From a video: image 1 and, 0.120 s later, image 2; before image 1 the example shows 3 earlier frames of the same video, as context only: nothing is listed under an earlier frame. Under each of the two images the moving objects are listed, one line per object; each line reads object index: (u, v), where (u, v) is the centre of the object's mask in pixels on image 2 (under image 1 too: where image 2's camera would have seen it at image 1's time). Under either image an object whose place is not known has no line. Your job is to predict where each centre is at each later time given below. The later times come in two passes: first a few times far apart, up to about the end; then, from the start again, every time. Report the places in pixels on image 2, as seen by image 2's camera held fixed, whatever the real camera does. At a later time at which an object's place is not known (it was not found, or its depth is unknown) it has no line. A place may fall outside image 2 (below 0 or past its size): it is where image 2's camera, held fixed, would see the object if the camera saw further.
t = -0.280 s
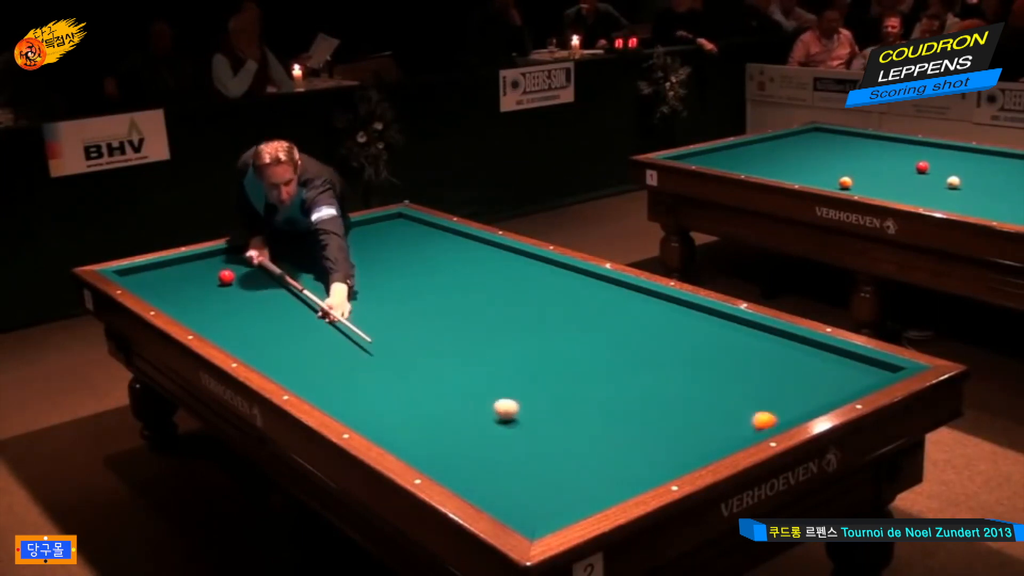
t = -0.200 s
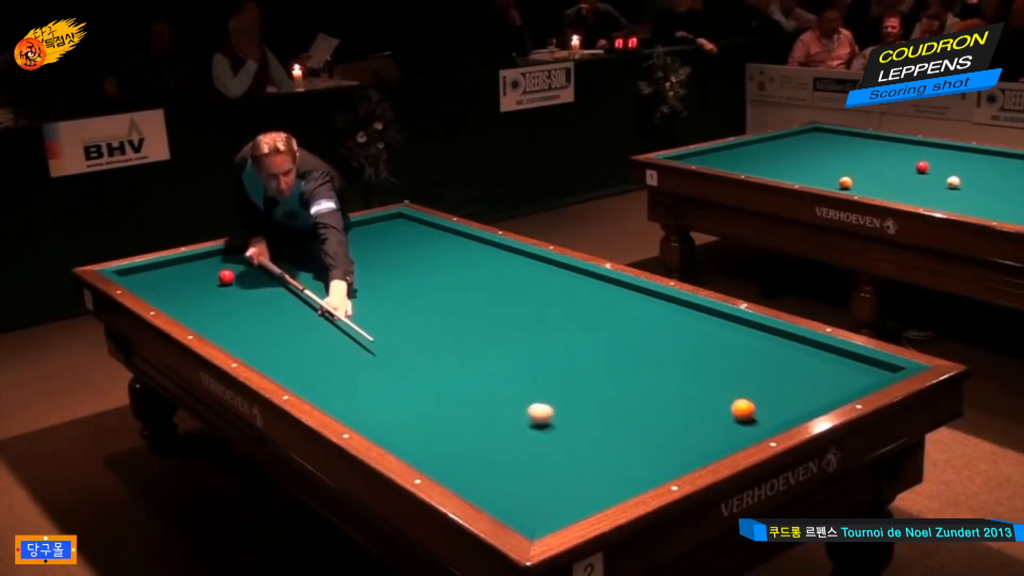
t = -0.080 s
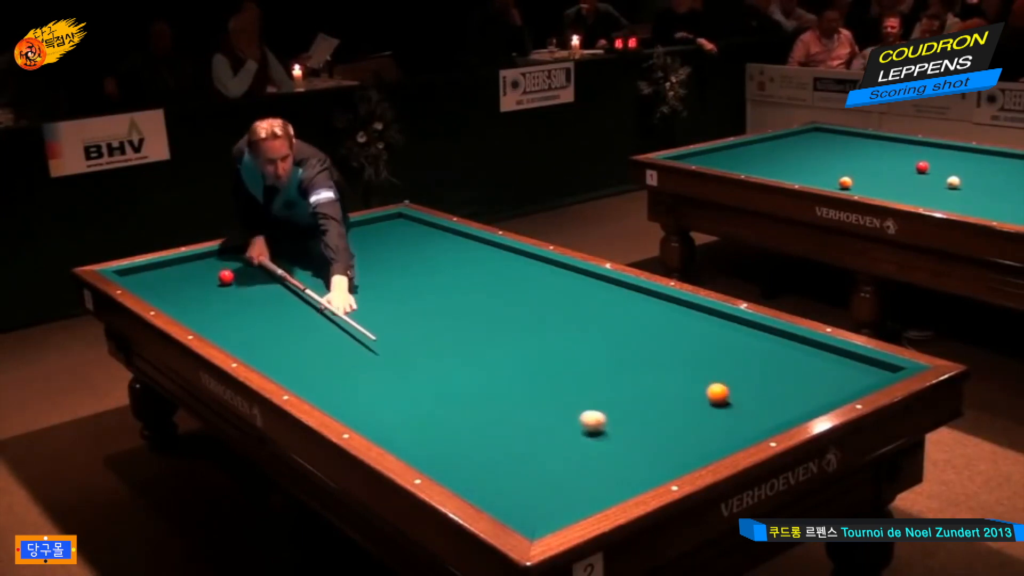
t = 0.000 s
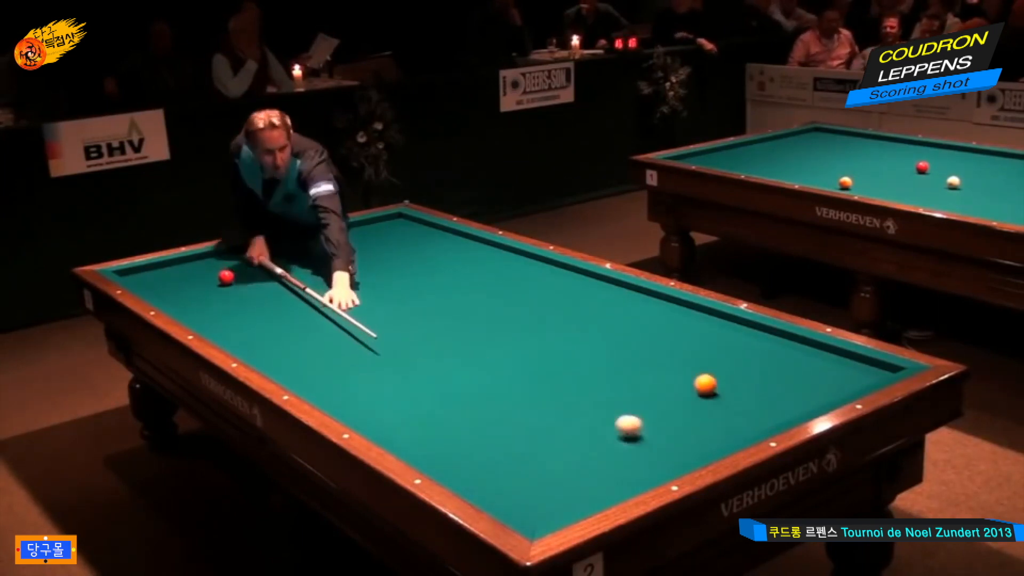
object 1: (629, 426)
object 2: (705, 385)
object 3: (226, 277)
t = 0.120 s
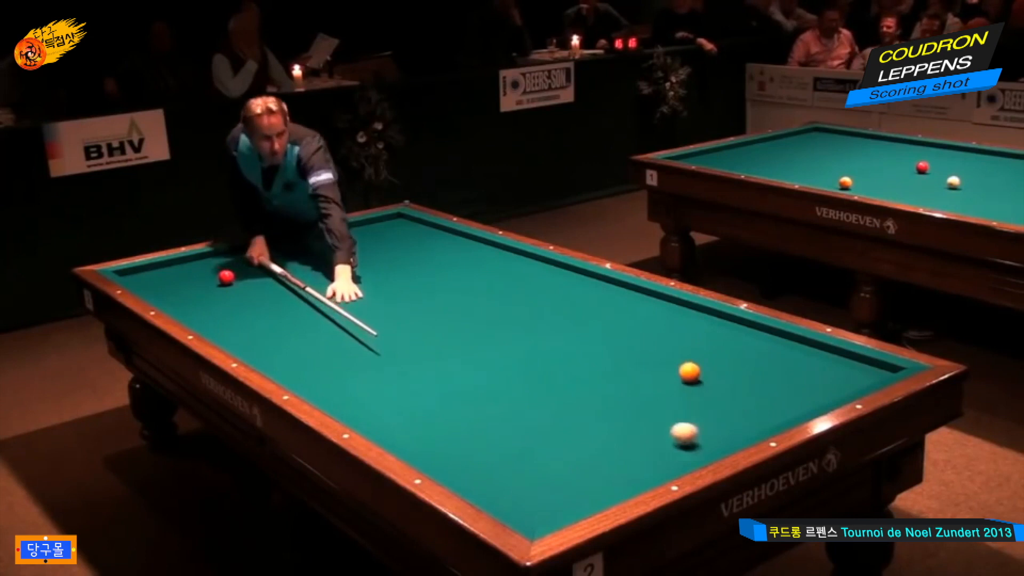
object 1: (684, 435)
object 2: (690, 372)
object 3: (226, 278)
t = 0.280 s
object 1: (726, 428)
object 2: (670, 357)
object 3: (226, 278)
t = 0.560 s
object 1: (724, 388)
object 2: (639, 334)
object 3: (226, 277)
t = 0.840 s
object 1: (726, 356)
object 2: (613, 313)
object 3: (226, 276)
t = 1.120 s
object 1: (728, 329)
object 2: (589, 294)
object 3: (226, 276)
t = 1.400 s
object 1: (693, 316)
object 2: (568, 278)
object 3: (226, 276)
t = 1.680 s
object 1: (637, 312)
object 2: (549, 263)
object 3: (226, 276)
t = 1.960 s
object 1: (584, 309)
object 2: (515, 256)
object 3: (226, 276)
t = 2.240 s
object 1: (534, 305)
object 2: (483, 249)
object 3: (226, 276)
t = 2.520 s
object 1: (486, 302)
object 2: (453, 243)
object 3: (226, 277)
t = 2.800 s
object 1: (441, 298)
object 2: (426, 238)
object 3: (226, 277)
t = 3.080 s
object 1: (398, 295)
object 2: (399, 233)
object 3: (227, 277)
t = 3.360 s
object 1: (357, 292)
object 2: (375, 229)
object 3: (227, 277)
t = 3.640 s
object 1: (318, 289)
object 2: (352, 224)
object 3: (226, 277)
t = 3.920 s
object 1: (281, 287)
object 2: (353, 230)
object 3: (226, 277)
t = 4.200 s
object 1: (246, 283)
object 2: (354, 234)
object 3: (226, 277)
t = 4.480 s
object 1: (213, 283)
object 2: (355, 239)
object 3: (226, 275)
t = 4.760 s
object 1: (183, 286)
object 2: (355, 244)
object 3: (224, 271)
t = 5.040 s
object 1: (154, 288)
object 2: (356, 249)
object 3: (222, 268)
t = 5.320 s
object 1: (155, 286)
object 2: (357, 254)
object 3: (221, 265)
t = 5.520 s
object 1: (161, 283)
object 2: (357, 258)
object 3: (220, 263)
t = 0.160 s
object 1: (703, 437)
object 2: (684, 369)
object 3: (226, 278)
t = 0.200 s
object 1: (722, 437)
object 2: (680, 365)
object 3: (226, 278)
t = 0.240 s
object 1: (728, 434)
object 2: (675, 361)
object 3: (226, 278)
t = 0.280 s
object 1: (726, 428)
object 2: (670, 357)
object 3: (226, 278)
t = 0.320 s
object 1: (724, 422)
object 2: (665, 354)
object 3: (226, 278)
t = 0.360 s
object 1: (723, 415)
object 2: (661, 350)
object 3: (226, 278)
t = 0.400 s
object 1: (723, 409)
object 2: (657, 347)
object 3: (226, 277)
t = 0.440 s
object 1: (723, 403)
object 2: (652, 344)
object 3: (226, 277)
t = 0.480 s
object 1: (724, 399)
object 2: (648, 340)
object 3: (226, 277)
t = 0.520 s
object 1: (724, 393)
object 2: (644, 337)
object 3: (226, 277)
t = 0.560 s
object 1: (724, 388)
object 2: (639, 334)
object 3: (226, 277)
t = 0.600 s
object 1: (725, 383)
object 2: (636, 331)
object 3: (226, 276)
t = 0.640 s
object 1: (725, 379)
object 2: (631, 327)
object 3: (226, 277)
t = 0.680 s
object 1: (725, 374)
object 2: (628, 324)
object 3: (226, 277)
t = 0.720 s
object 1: (725, 369)
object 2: (624, 321)
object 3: (226, 276)
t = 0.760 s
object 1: (726, 365)
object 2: (620, 318)
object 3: (226, 277)
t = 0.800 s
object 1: (726, 361)
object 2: (616, 316)
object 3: (227, 276)
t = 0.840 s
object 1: (726, 356)
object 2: (613, 313)
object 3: (226, 276)
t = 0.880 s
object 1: (727, 352)
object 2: (609, 310)
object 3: (226, 276)
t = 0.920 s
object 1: (727, 348)
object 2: (605, 307)
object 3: (226, 276)
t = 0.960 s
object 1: (727, 344)
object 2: (602, 305)
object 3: (226, 276)
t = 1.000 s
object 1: (727, 340)
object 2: (599, 302)
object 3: (226, 276)
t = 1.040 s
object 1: (727, 336)
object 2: (595, 299)
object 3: (226, 276)
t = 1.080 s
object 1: (728, 333)
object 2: (592, 297)
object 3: (226, 276)
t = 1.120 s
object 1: (728, 329)
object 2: (589, 294)
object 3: (226, 276)
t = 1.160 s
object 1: (728, 325)
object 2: (586, 292)
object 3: (226, 276)
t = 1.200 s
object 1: (728, 322)
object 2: (583, 289)
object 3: (226, 276)
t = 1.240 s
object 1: (728, 319)
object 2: (579, 287)
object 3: (226, 276)
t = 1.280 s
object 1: (719, 318)
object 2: (576, 285)
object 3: (226, 276)
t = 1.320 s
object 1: (710, 317)
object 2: (573, 282)
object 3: (226, 276)
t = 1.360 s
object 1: (701, 317)
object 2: (571, 280)
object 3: (226, 276)
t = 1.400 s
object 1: (693, 316)
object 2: (568, 278)
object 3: (226, 276)
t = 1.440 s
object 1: (685, 316)
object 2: (565, 275)
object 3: (226, 276)
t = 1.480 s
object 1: (677, 315)
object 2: (562, 273)
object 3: (226, 276)
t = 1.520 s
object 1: (669, 315)
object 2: (559, 271)
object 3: (226, 276)
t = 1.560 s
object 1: (661, 314)
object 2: (557, 269)
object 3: (226, 276)
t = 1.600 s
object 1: (653, 314)
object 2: (554, 267)
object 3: (226, 276)
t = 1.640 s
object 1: (645, 313)
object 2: (551, 265)
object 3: (226, 276)
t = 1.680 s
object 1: (637, 312)
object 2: (549, 263)
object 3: (226, 276)
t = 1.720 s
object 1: (629, 312)
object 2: (545, 261)
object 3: (226, 276)
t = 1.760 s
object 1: (622, 311)
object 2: (540, 261)
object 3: (226, 276)
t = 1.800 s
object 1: (614, 311)
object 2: (535, 259)
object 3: (226, 276)
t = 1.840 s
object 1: (607, 310)
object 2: (530, 258)
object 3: (226, 276)
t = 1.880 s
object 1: (599, 310)
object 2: (525, 258)
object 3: (226, 276)
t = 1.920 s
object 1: (592, 309)
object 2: (520, 257)
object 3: (226, 276)
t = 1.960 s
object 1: (584, 309)
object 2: (515, 256)
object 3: (226, 276)
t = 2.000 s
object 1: (577, 308)
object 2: (511, 255)
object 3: (226, 276)
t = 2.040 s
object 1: (570, 308)
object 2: (506, 254)
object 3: (226, 276)
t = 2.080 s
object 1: (563, 307)
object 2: (501, 253)
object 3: (226, 276)
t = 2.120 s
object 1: (556, 306)
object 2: (497, 252)
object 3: (226, 276)
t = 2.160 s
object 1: (548, 306)
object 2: (492, 251)
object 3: (226, 276)
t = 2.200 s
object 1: (541, 305)
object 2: (487, 250)
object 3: (226, 276)
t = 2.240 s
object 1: (534, 305)
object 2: (483, 249)
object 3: (226, 276)
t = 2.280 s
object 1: (527, 304)
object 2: (479, 249)
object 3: (226, 276)
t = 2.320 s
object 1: (520, 304)
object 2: (474, 248)
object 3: (226, 276)
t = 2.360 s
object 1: (513, 304)
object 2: (470, 247)
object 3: (226, 276)
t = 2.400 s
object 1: (506, 303)
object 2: (466, 246)
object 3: (226, 277)
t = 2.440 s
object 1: (499, 303)
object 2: (462, 245)
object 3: (226, 277)
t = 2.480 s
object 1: (493, 302)
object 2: (457, 244)
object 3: (226, 277)
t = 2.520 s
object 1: (486, 302)
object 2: (453, 243)
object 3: (226, 277)
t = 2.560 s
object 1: (479, 301)
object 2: (449, 243)
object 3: (226, 277)
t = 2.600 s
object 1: (473, 301)
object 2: (445, 242)
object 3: (226, 277)
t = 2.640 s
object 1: (466, 300)
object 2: (441, 241)
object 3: (226, 277)
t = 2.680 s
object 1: (460, 300)
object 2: (437, 241)
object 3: (226, 277)
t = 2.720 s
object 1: (454, 299)
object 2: (433, 240)
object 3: (226, 277)
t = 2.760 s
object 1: (447, 299)
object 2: (429, 239)
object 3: (226, 277)
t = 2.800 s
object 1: (441, 298)
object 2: (426, 238)
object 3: (226, 277)
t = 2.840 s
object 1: (435, 298)
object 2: (421, 238)
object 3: (226, 277)
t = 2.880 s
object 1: (428, 297)
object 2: (418, 237)
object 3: (226, 277)
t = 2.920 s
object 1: (422, 297)
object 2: (414, 236)
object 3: (226, 277)
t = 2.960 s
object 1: (416, 297)
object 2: (410, 235)
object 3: (226, 277)
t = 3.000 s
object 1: (410, 296)
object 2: (407, 235)
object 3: (226, 277)
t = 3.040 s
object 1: (404, 296)
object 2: (403, 234)
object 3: (226, 277)
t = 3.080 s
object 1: (398, 295)
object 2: (399, 233)
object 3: (227, 277)
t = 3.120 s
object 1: (392, 295)
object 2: (396, 233)
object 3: (227, 277)
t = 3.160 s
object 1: (386, 294)
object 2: (392, 232)
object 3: (227, 277)
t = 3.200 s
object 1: (380, 294)
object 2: (389, 231)
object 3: (226, 277)
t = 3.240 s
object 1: (374, 294)
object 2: (385, 231)
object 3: (227, 277)
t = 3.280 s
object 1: (368, 293)
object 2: (381, 230)
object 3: (227, 277)
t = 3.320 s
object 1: (363, 293)
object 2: (378, 229)
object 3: (227, 277)
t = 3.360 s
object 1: (357, 292)
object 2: (375, 229)
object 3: (227, 277)
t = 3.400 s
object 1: (351, 292)
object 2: (371, 228)
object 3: (227, 277)
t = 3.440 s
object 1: (345, 291)
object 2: (368, 227)
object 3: (226, 277)
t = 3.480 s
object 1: (340, 291)
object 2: (365, 227)
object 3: (226, 277)
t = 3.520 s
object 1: (335, 290)
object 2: (361, 226)
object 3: (226, 277)
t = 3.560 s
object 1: (329, 290)
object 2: (358, 225)
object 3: (226, 277)
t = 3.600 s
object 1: (323, 289)
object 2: (355, 224)
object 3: (226, 277)
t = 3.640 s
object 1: (318, 289)
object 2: (352, 224)
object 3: (226, 277)
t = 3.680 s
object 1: (313, 289)
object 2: (352, 225)
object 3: (226, 277)
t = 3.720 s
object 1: (307, 288)
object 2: (353, 226)
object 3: (226, 277)
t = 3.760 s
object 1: (302, 288)
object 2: (353, 227)
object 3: (226, 277)
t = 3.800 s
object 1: (297, 287)
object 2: (353, 227)
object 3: (226, 277)
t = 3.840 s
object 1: (291, 287)
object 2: (353, 228)
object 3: (226, 277)
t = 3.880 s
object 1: (286, 287)
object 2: (353, 229)
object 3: (226, 277)
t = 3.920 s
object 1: (281, 287)
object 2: (353, 230)
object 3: (226, 277)
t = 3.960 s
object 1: (276, 286)
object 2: (353, 230)
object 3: (226, 277)
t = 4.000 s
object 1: (270, 286)
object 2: (353, 231)
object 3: (227, 277)
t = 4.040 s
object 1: (265, 285)
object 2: (353, 231)
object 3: (226, 277)
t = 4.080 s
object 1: (261, 285)
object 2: (354, 232)
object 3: (227, 277)
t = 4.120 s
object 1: (256, 284)
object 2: (354, 233)
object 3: (227, 277)
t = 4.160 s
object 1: (251, 284)
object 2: (354, 234)
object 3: (226, 277)
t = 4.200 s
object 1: (246, 283)
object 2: (354, 234)
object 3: (226, 277)
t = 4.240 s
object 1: (241, 283)
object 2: (354, 235)
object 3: (226, 277)
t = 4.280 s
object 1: (236, 283)
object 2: (354, 236)
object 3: (225, 276)
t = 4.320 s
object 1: (231, 282)
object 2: (354, 237)
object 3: (224, 275)
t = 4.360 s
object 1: (226, 282)
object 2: (354, 237)
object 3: (226, 272)
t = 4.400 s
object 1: (222, 283)
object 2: (354, 238)
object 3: (227, 273)
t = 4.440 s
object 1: (217, 283)
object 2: (355, 239)
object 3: (227, 274)
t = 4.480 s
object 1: (213, 283)
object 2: (355, 239)
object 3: (226, 275)
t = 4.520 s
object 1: (209, 283)
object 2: (355, 240)
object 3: (225, 275)
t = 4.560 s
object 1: (205, 284)
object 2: (355, 241)
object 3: (225, 275)
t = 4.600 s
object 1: (200, 284)
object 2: (355, 241)
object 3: (224, 274)
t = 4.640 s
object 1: (195, 285)
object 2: (355, 242)
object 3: (224, 273)
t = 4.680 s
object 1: (191, 285)
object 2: (355, 243)
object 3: (224, 272)
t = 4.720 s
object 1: (187, 285)
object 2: (355, 244)
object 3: (224, 272)
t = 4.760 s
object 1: (183, 286)
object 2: (355, 244)
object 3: (224, 271)
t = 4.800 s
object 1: (178, 286)
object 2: (355, 245)
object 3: (223, 271)
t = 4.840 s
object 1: (174, 287)
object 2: (355, 246)
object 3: (223, 270)
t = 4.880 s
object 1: (170, 287)
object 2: (356, 247)
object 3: (223, 269)
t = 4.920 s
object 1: (166, 287)
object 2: (356, 247)
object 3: (223, 269)
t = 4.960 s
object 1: (161, 288)
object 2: (356, 248)
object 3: (223, 269)
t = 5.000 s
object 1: (157, 288)
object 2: (356, 249)
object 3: (223, 268)
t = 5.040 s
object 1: (154, 288)
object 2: (356, 249)
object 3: (222, 268)
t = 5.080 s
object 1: (150, 288)
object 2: (356, 250)
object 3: (222, 267)
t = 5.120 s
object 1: (148, 288)
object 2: (356, 251)
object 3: (222, 267)
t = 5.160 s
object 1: (150, 287)
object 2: (356, 252)
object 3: (222, 266)
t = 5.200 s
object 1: (151, 287)
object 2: (357, 252)
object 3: (222, 266)
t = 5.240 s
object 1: (152, 286)
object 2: (357, 253)
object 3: (221, 265)
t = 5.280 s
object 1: (153, 286)
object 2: (357, 254)
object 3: (221, 266)
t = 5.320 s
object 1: (155, 286)
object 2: (357, 254)
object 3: (221, 265)
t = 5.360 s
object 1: (156, 285)
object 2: (357, 255)
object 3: (221, 264)
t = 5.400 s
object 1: (157, 285)
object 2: (357, 255)
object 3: (221, 264)
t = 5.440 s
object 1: (158, 284)
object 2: (357, 256)
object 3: (221, 263)
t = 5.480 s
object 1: (160, 283)
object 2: (357, 257)
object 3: (221, 263)
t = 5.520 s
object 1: (161, 283)
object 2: (357, 258)
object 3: (220, 263)
